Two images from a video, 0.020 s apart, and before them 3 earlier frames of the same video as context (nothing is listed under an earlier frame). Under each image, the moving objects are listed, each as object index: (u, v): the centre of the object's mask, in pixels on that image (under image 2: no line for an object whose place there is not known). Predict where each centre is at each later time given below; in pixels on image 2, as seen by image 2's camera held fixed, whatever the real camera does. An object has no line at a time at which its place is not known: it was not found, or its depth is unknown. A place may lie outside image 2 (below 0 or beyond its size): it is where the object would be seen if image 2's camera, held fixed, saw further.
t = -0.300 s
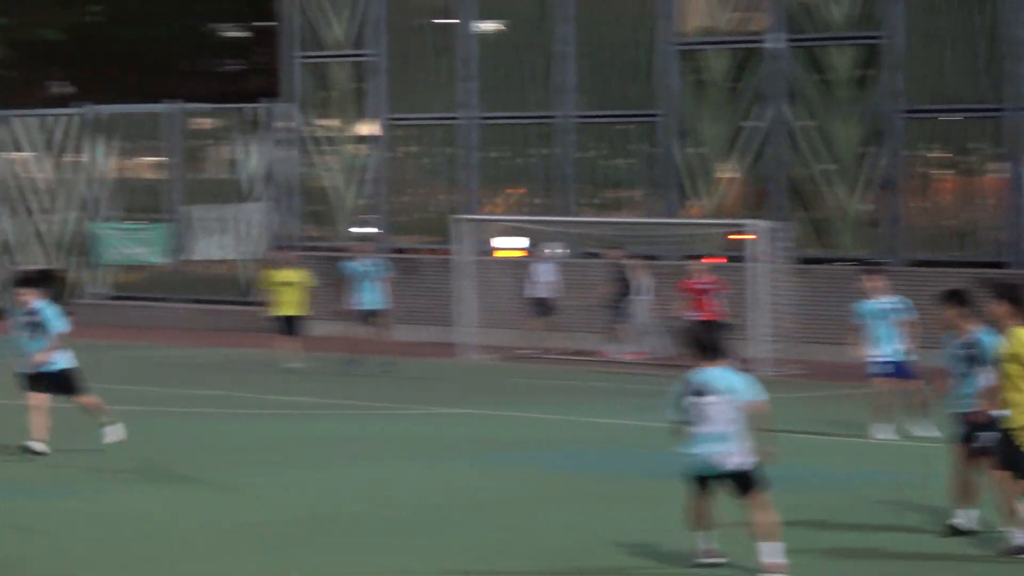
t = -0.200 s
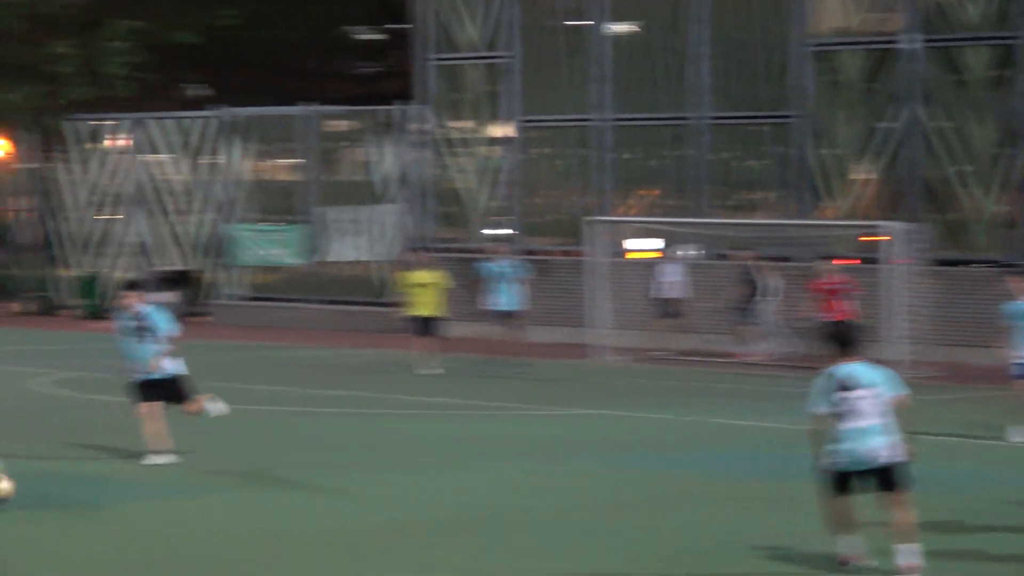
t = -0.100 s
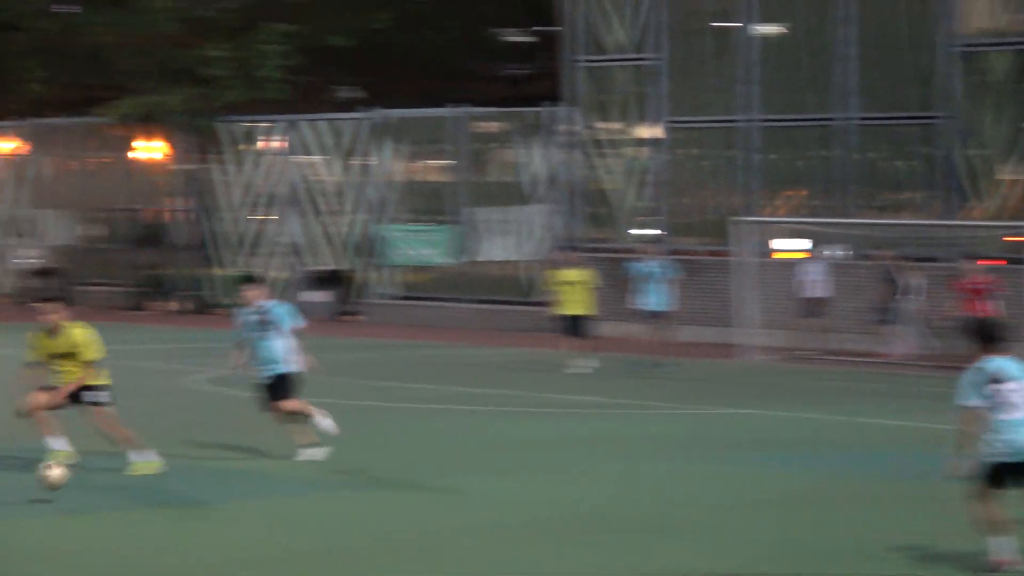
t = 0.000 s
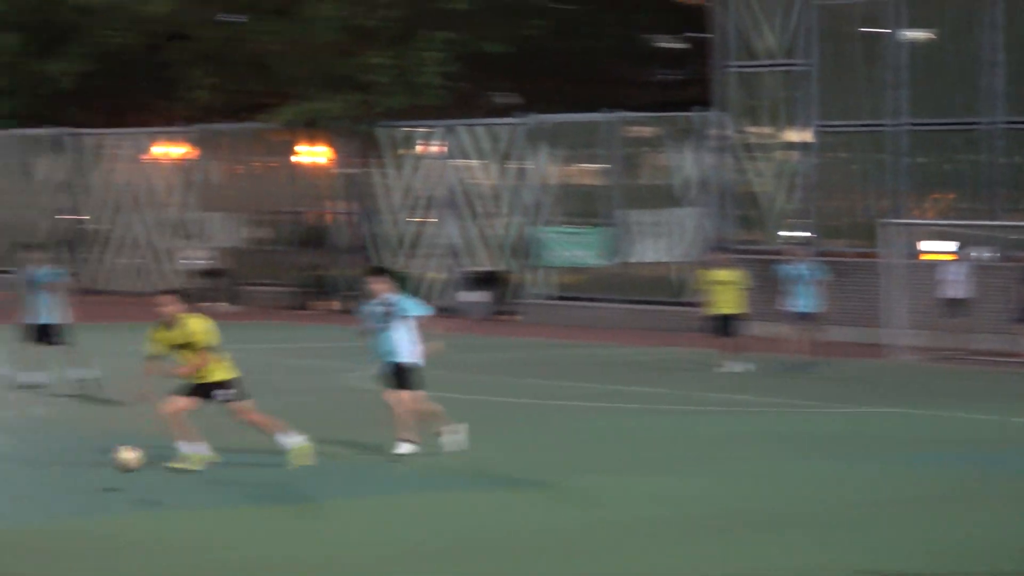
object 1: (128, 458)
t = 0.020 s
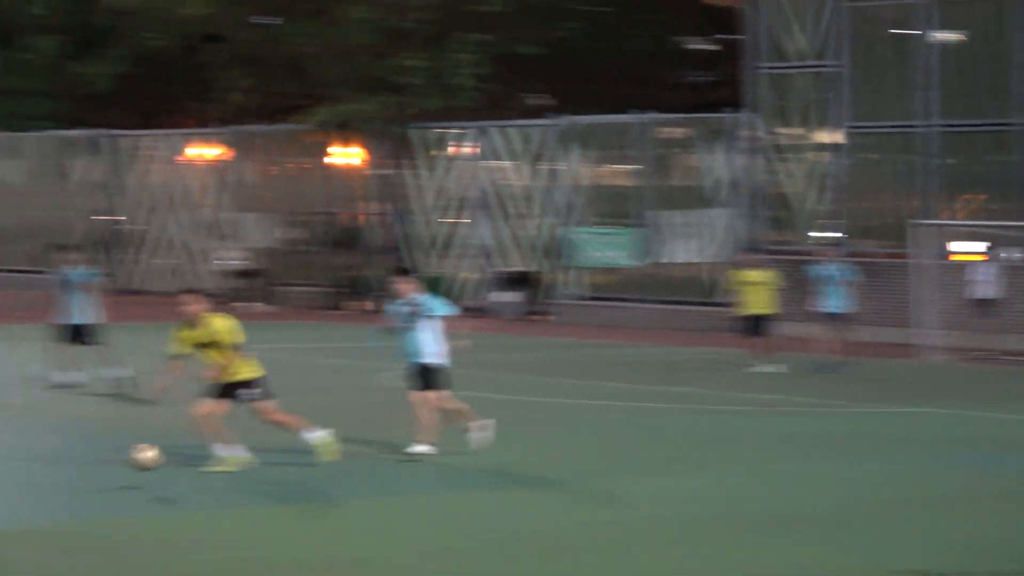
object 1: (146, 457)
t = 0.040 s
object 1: (123, 458)
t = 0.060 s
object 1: (101, 462)
